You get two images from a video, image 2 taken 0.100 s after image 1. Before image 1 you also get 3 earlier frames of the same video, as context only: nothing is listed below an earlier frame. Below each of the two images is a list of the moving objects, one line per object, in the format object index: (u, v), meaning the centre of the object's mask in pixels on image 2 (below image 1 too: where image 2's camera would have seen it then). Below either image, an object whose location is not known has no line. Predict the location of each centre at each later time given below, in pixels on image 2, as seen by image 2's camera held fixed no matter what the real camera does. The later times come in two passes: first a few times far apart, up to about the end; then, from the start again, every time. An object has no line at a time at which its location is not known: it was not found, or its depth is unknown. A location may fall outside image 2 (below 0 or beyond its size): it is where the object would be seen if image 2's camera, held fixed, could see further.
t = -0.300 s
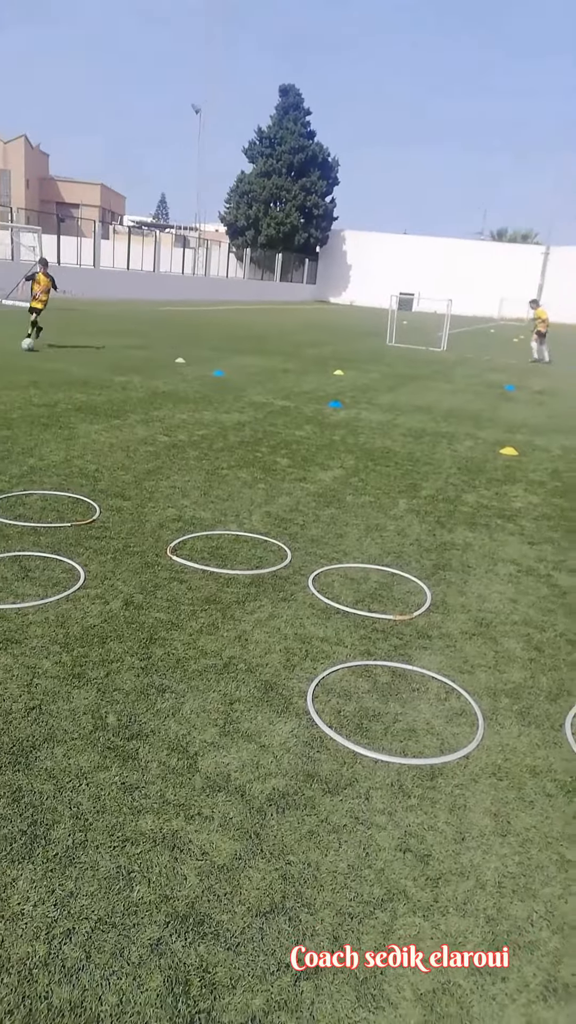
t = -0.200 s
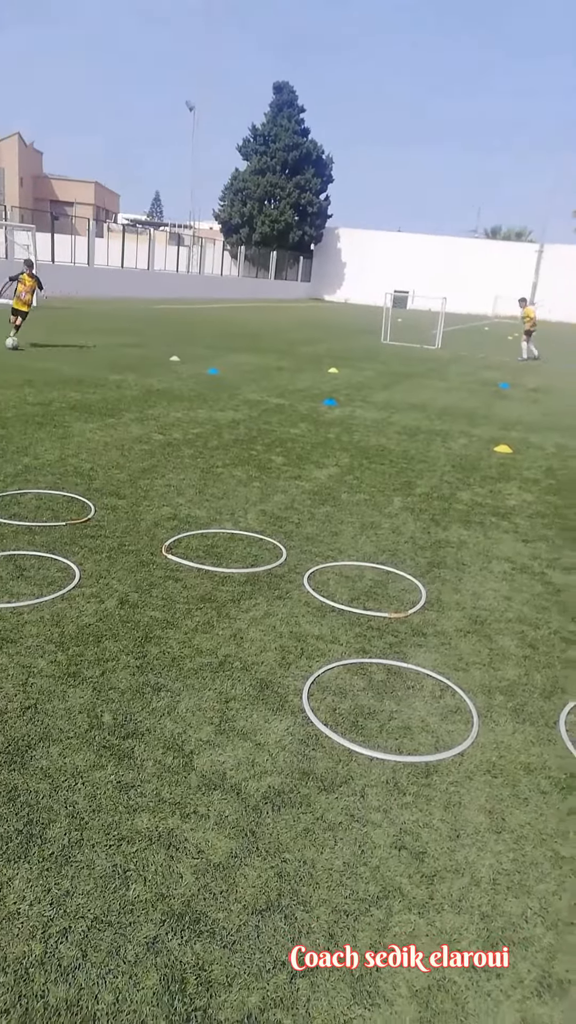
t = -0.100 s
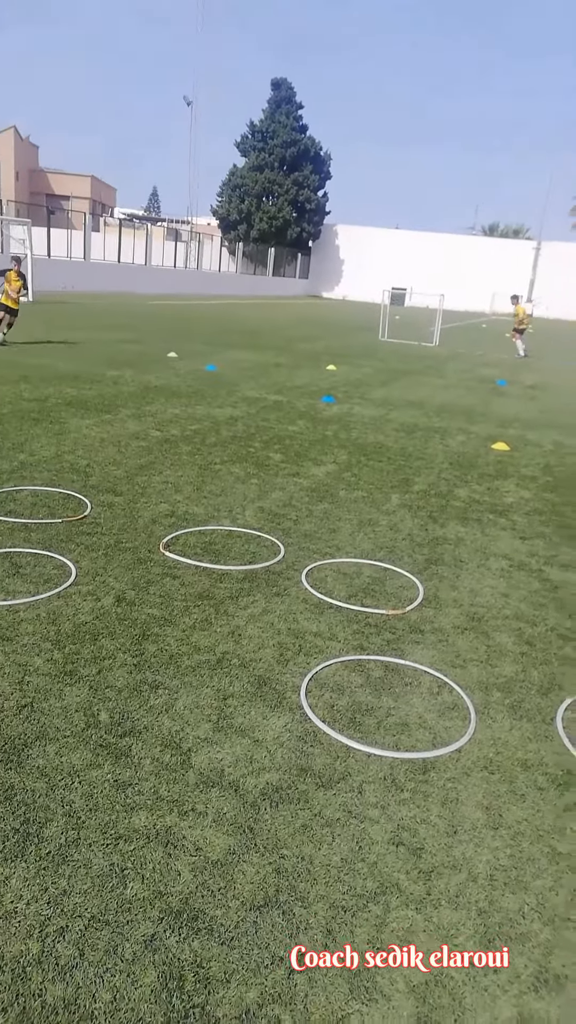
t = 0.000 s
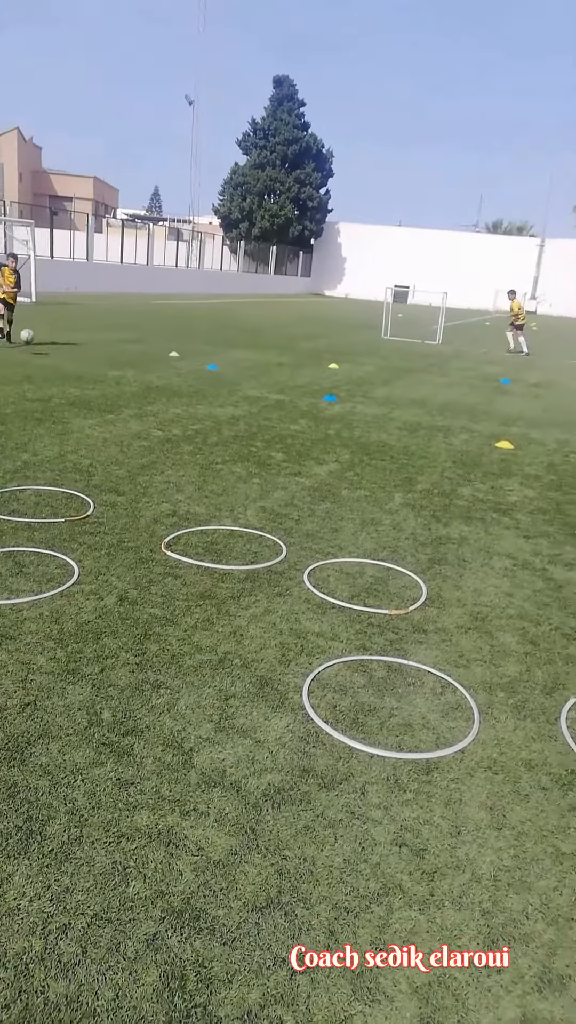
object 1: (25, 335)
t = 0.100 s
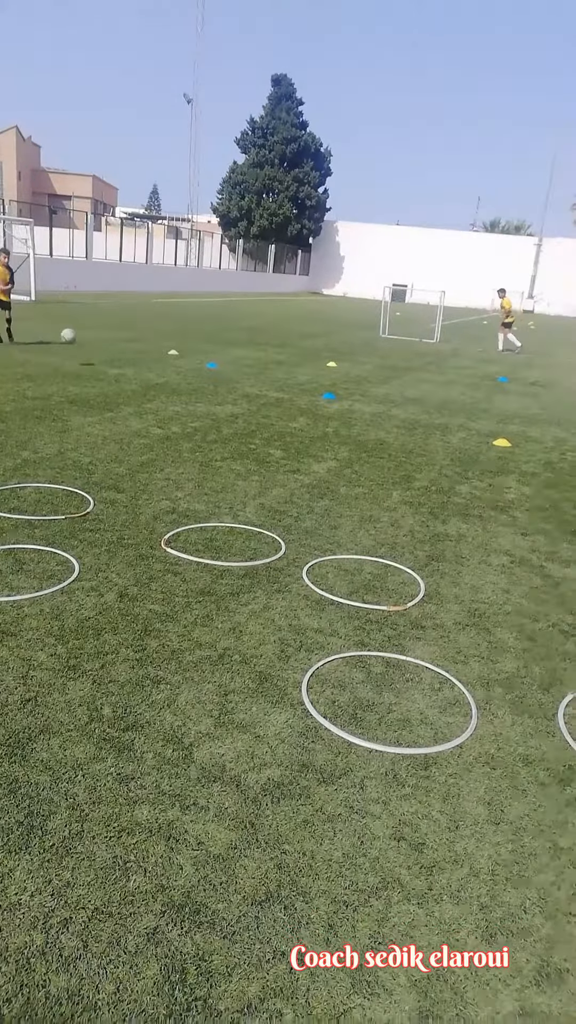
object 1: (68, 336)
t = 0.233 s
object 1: (133, 351)
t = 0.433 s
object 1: (264, 416)
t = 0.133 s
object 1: (86, 340)
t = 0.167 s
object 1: (100, 342)
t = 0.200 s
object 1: (115, 345)
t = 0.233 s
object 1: (133, 351)
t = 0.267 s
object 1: (151, 358)
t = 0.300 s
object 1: (171, 367)
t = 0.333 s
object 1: (192, 376)
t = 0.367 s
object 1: (213, 387)
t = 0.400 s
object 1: (239, 401)
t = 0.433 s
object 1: (264, 416)
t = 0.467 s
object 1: (286, 419)
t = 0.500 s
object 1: (308, 420)
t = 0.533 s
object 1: (333, 422)
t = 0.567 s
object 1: (359, 427)
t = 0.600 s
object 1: (386, 432)
